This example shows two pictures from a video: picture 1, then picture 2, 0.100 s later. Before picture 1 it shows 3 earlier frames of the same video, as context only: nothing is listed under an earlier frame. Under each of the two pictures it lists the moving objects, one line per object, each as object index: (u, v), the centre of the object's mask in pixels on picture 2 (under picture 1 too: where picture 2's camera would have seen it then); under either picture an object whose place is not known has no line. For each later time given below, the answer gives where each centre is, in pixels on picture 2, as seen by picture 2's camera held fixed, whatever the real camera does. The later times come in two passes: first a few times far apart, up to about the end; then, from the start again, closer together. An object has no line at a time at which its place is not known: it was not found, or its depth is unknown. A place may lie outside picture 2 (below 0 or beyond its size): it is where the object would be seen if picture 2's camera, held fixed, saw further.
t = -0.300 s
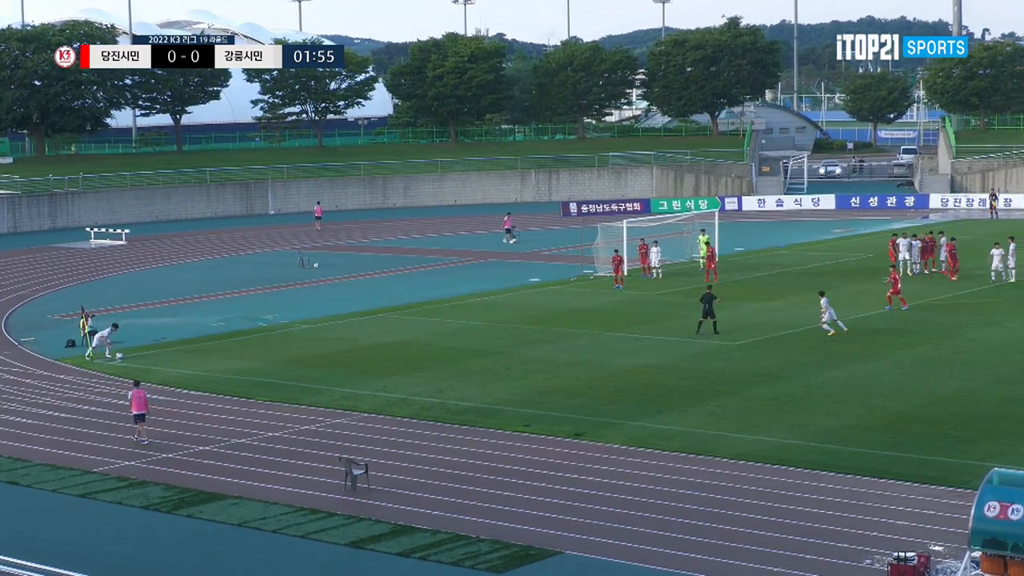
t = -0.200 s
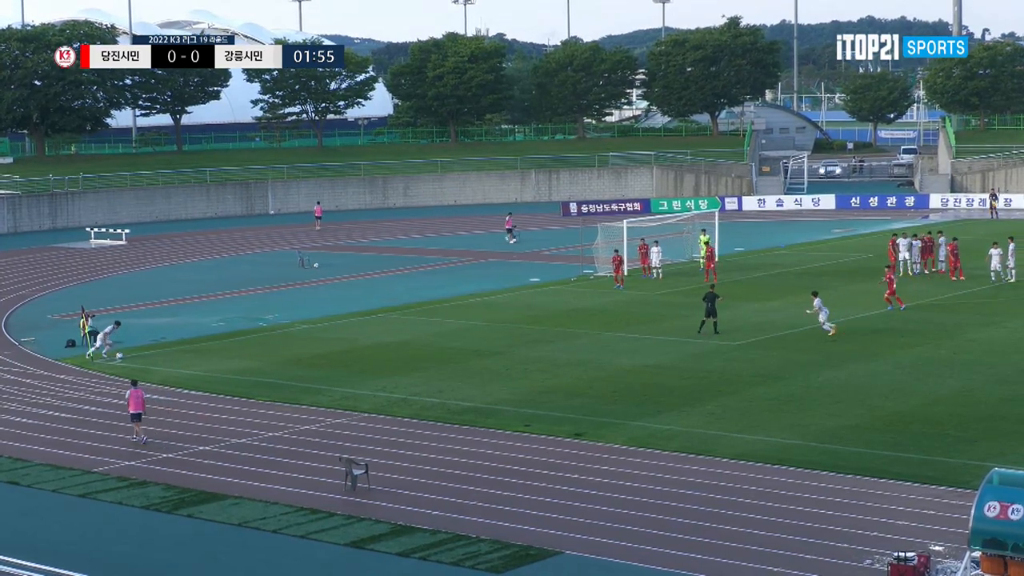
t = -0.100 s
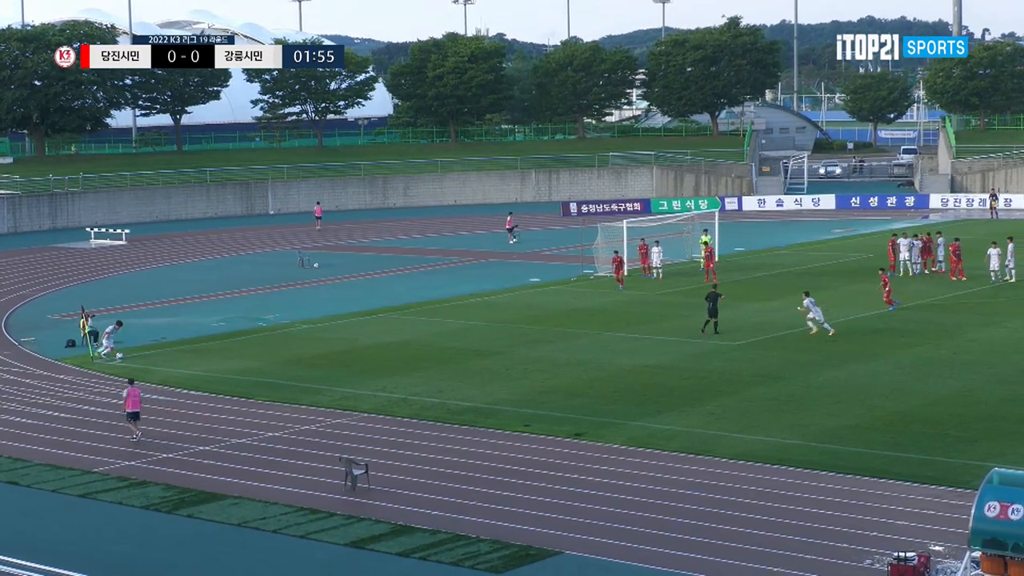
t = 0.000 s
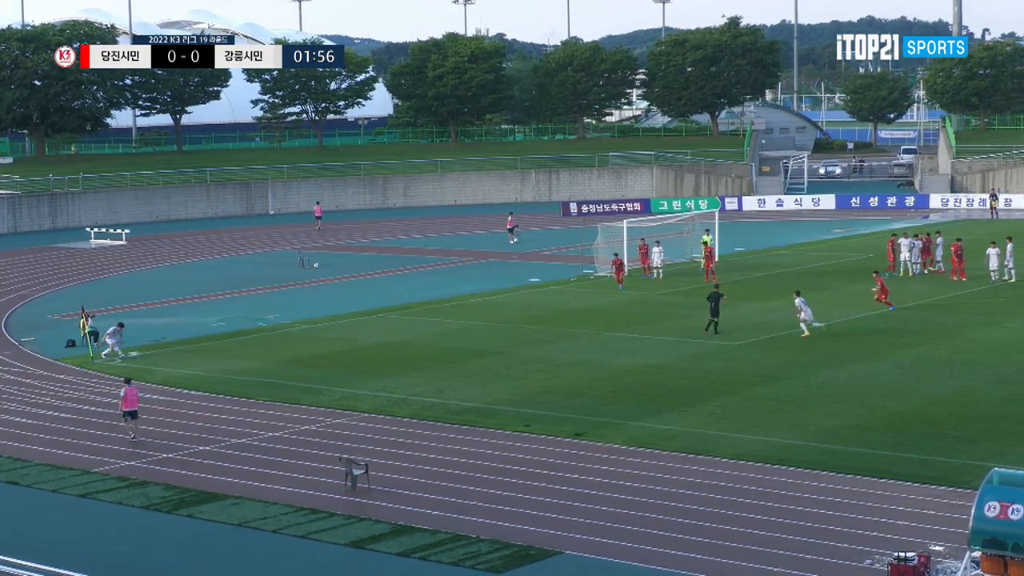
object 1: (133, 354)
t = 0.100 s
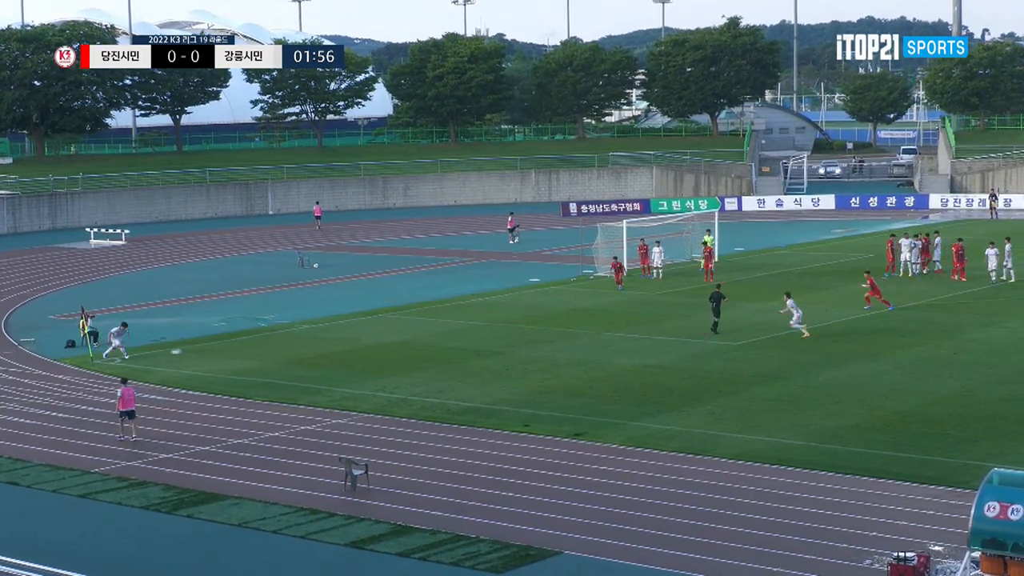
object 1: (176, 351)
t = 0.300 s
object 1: (258, 352)
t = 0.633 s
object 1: (369, 350)
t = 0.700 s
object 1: (388, 350)
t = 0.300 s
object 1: (258, 352)
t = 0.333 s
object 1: (270, 351)
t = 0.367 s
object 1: (282, 350)
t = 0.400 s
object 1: (294, 350)
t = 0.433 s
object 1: (306, 351)
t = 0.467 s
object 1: (318, 351)
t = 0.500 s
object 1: (329, 352)
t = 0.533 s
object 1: (339, 351)
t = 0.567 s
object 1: (349, 350)
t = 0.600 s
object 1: (359, 350)
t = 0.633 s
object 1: (369, 350)
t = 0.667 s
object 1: (378, 350)
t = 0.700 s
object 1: (388, 350)
